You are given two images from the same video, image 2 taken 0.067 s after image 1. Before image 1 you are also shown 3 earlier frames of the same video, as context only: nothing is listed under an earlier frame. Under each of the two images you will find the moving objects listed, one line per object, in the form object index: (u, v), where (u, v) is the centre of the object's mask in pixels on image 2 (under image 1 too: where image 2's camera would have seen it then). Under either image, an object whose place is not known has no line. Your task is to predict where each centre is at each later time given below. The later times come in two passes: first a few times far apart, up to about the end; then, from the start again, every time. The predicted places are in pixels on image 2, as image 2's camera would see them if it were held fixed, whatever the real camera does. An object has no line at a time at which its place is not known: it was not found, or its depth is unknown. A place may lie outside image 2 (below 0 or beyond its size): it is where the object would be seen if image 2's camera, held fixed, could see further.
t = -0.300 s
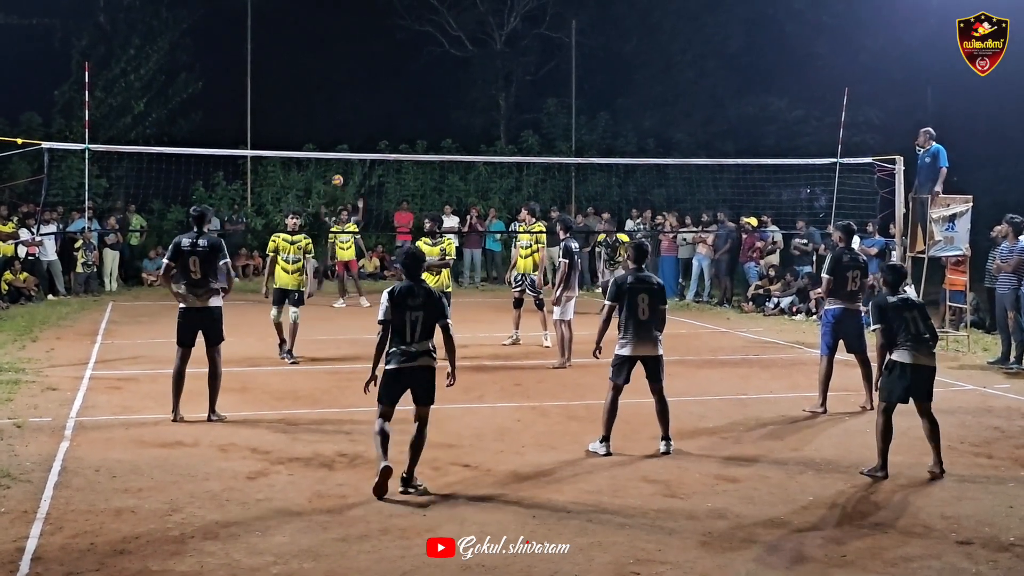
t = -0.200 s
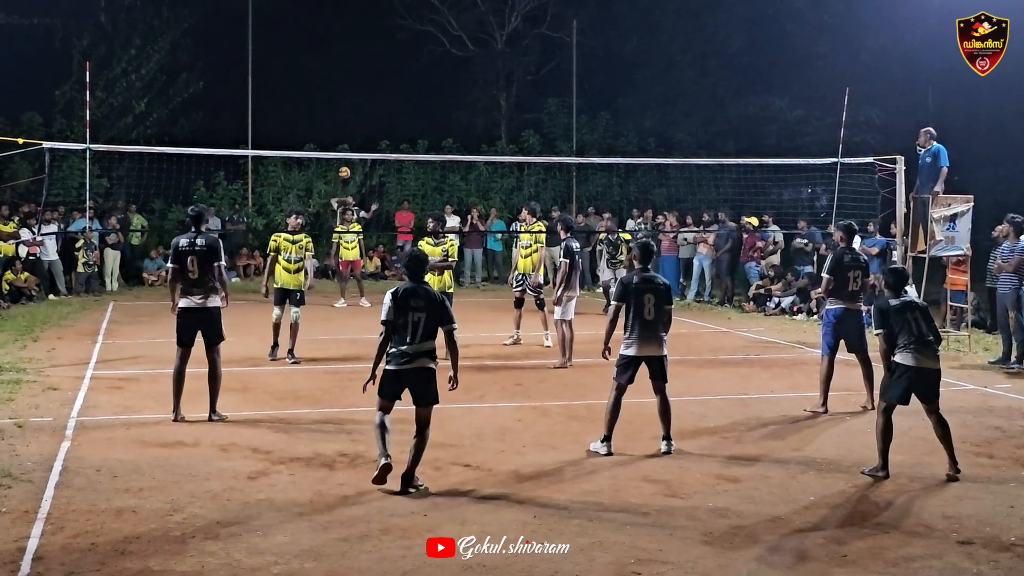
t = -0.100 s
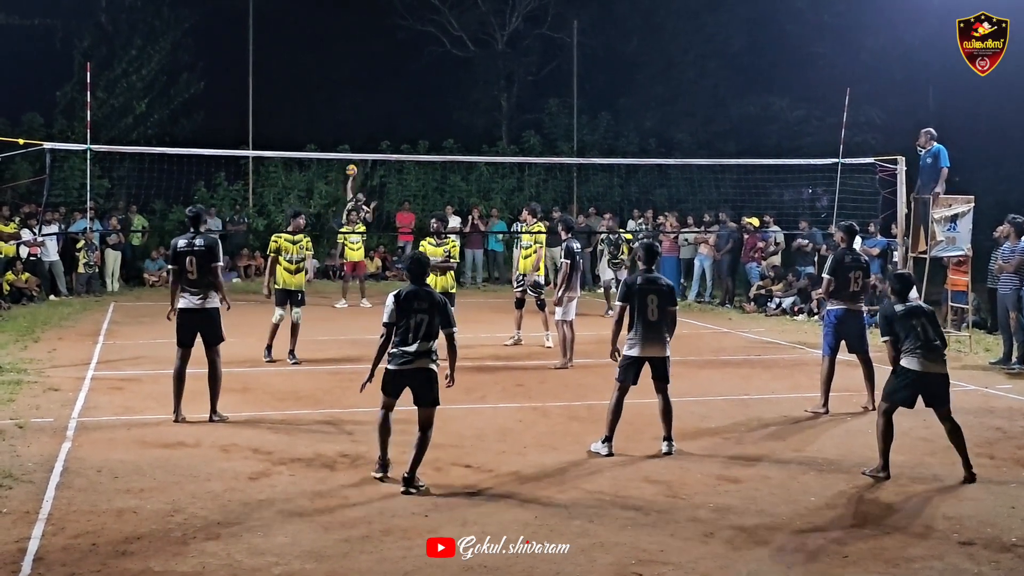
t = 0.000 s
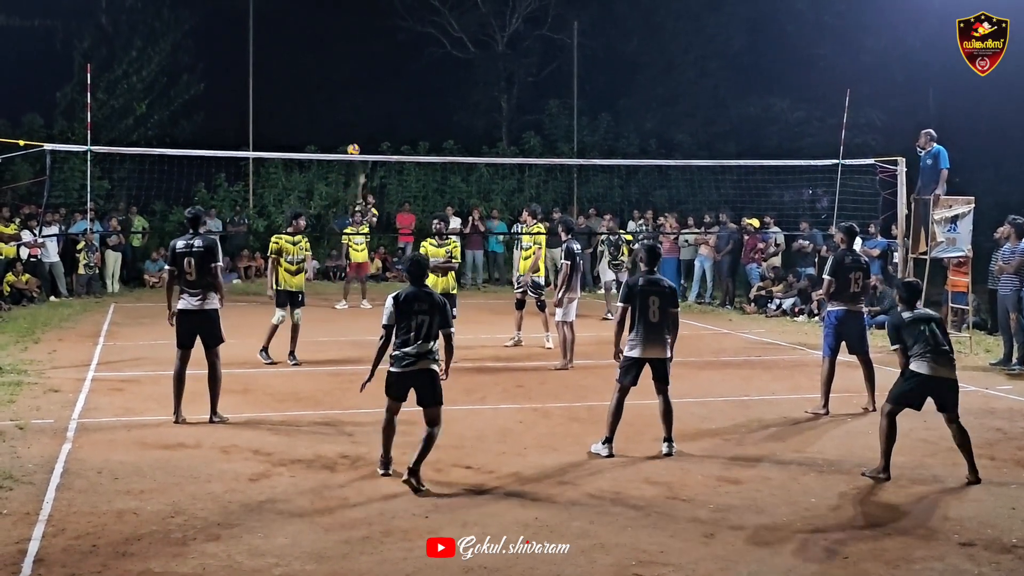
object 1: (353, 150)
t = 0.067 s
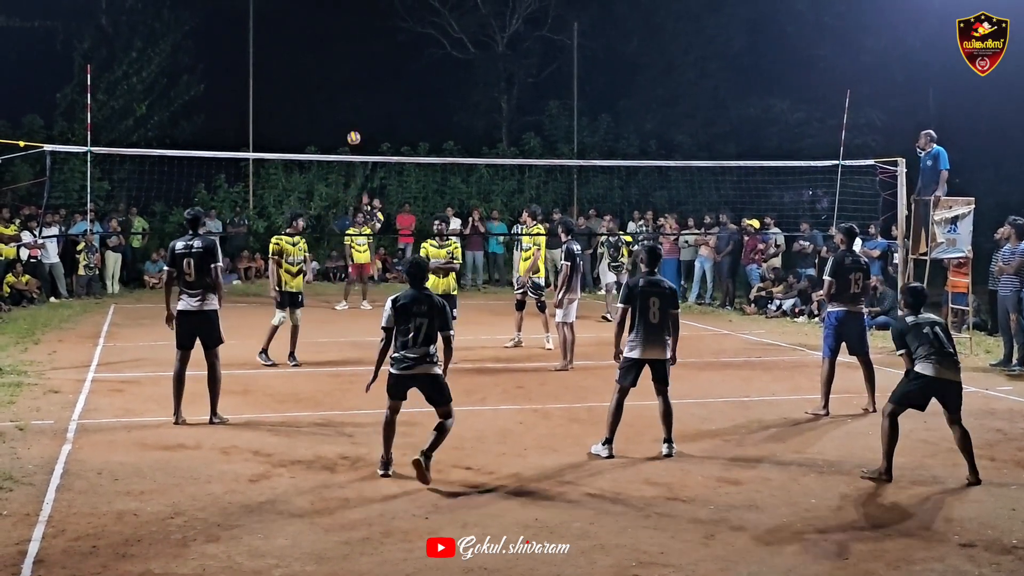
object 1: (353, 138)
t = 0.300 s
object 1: (355, 107)
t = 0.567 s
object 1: (355, 109)
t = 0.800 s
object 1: (356, 178)
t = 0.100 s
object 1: (354, 132)
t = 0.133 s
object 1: (354, 126)
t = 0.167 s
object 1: (354, 121)
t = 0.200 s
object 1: (354, 117)
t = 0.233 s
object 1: (354, 113)
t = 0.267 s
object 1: (355, 109)
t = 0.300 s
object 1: (355, 107)
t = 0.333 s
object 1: (355, 104)
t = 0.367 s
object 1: (355, 103)
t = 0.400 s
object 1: (355, 102)
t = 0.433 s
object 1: (355, 101)
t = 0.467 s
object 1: (355, 102)
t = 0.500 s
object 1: (356, 103)
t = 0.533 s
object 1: (356, 106)
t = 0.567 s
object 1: (355, 109)
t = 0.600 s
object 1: (356, 114)
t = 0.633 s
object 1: (356, 121)
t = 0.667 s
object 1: (356, 129)
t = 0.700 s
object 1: (356, 139)
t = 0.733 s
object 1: (356, 149)
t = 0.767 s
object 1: (356, 164)
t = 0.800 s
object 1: (356, 178)
